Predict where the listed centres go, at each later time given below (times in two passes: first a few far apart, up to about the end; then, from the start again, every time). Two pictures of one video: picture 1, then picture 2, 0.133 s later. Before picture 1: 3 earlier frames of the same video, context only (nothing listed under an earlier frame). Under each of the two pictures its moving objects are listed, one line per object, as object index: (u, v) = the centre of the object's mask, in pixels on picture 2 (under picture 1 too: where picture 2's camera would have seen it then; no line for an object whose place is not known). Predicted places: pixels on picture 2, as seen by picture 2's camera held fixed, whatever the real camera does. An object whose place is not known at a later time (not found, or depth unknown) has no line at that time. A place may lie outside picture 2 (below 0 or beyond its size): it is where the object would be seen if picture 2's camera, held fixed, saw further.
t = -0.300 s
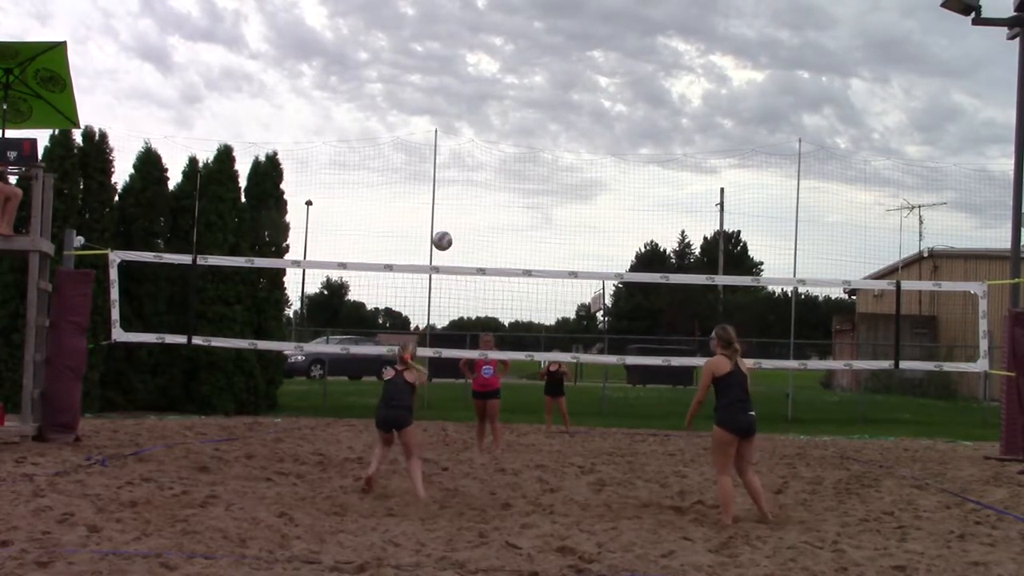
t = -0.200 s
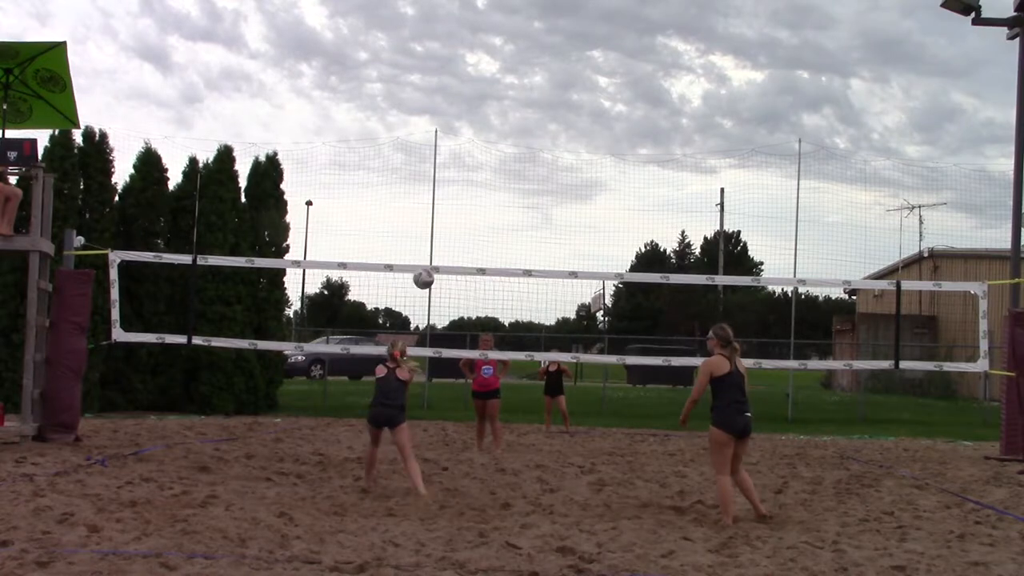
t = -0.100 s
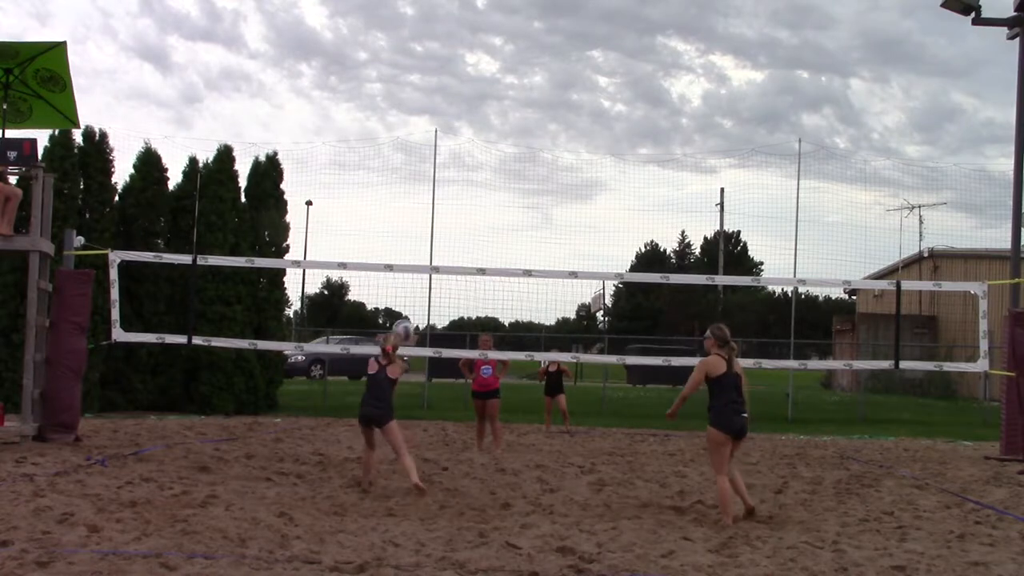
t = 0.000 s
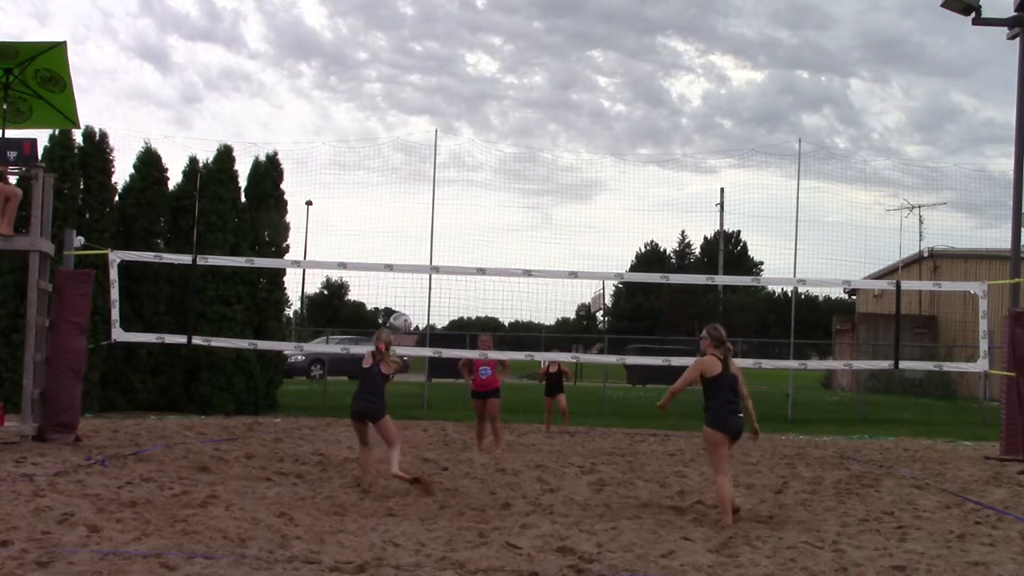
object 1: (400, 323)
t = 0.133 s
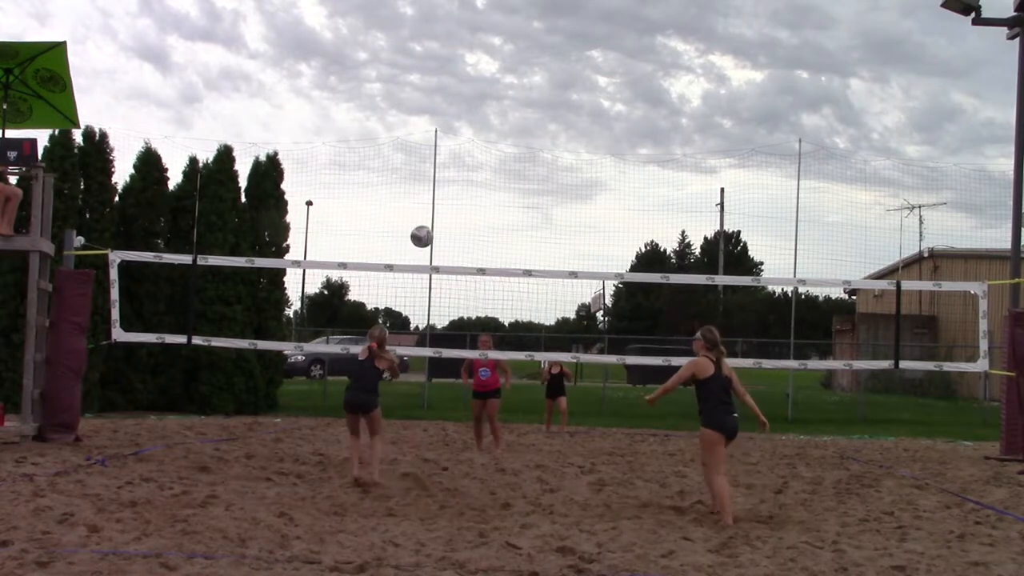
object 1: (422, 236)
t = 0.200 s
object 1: (432, 199)
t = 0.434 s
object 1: (466, 105)
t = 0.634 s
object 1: (495, 66)
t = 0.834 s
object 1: (523, 69)
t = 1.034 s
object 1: (549, 114)
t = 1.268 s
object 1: (580, 223)
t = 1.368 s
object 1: (593, 290)
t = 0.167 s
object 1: (426, 217)
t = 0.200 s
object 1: (432, 199)
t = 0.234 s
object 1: (437, 182)
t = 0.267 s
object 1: (442, 167)
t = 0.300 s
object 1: (447, 152)
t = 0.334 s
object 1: (452, 139)
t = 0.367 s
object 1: (456, 127)
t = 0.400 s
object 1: (461, 115)
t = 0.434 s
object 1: (466, 105)
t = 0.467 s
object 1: (471, 96)
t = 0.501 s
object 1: (476, 88)
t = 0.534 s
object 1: (481, 80)
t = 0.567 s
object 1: (486, 75)
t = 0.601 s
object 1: (490, 70)
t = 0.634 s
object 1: (495, 66)
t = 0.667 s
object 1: (500, 64)
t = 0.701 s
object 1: (504, 62)
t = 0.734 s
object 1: (509, 62)
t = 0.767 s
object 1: (514, 63)
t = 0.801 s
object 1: (518, 65)
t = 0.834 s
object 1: (523, 69)
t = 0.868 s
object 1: (527, 73)
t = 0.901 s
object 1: (531, 79)
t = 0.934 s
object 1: (536, 85)
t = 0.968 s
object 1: (541, 94)
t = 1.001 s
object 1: (545, 102)
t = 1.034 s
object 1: (549, 114)
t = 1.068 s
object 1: (554, 125)
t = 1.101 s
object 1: (558, 138)
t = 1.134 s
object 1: (563, 152)
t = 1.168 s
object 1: (567, 168)
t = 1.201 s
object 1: (571, 185)
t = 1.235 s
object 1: (576, 203)
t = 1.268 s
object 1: (580, 223)
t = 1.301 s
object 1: (585, 244)
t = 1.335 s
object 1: (589, 266)
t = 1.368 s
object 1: (593, 290)
